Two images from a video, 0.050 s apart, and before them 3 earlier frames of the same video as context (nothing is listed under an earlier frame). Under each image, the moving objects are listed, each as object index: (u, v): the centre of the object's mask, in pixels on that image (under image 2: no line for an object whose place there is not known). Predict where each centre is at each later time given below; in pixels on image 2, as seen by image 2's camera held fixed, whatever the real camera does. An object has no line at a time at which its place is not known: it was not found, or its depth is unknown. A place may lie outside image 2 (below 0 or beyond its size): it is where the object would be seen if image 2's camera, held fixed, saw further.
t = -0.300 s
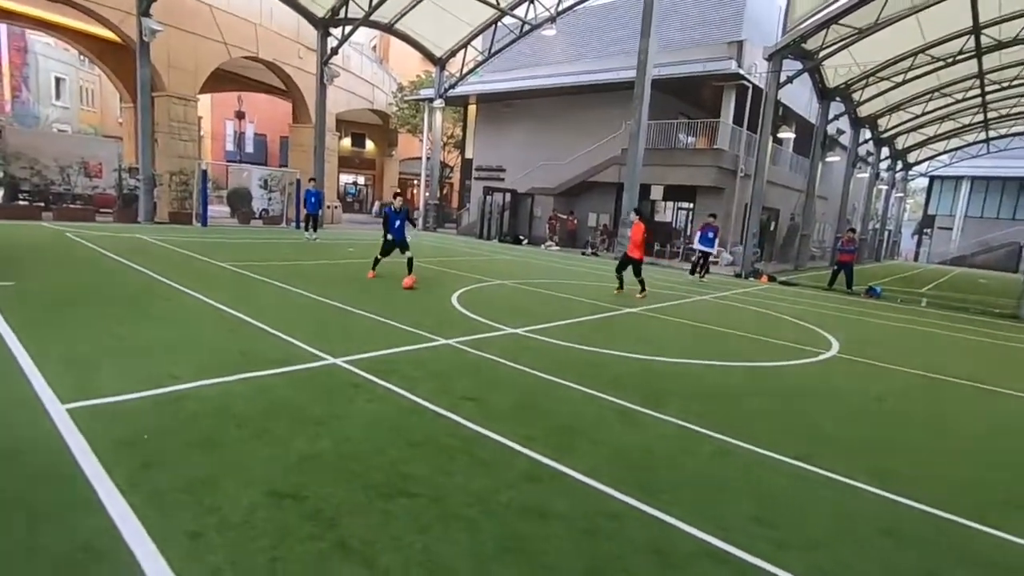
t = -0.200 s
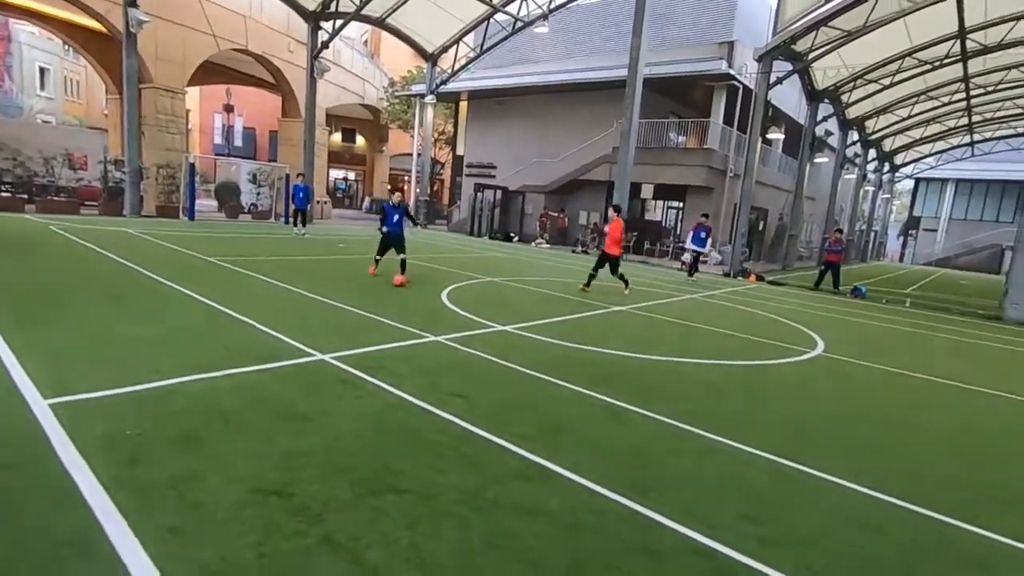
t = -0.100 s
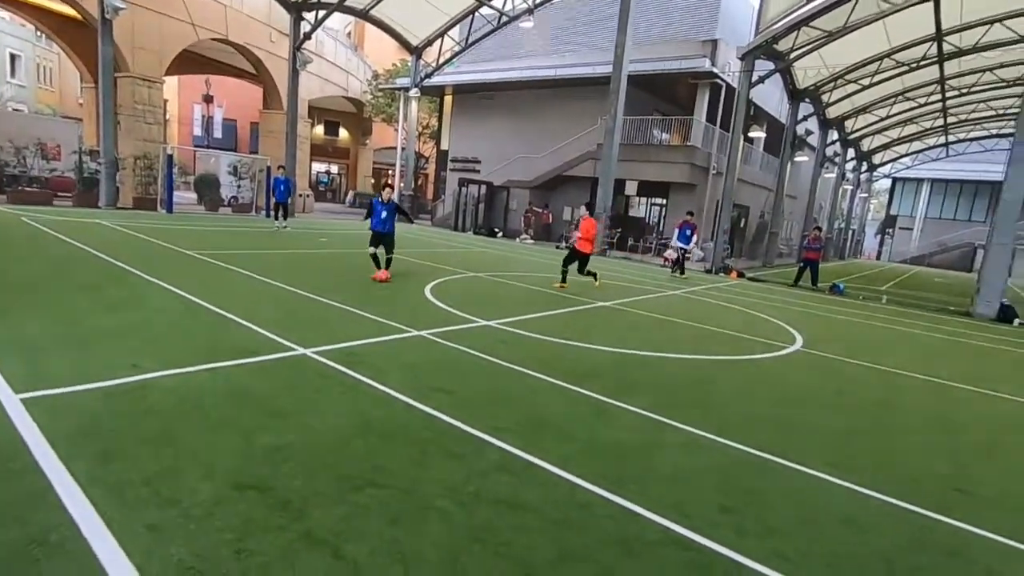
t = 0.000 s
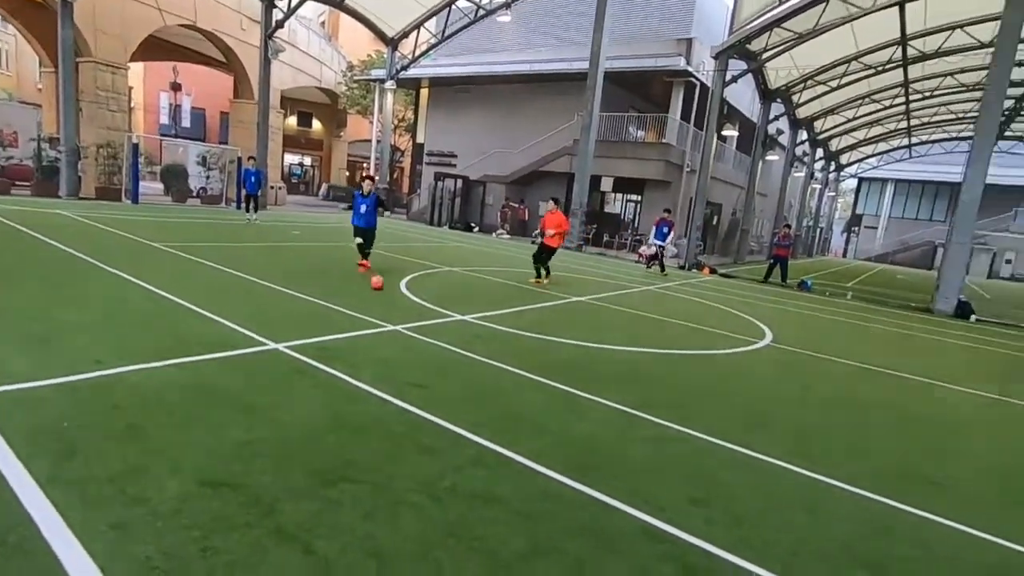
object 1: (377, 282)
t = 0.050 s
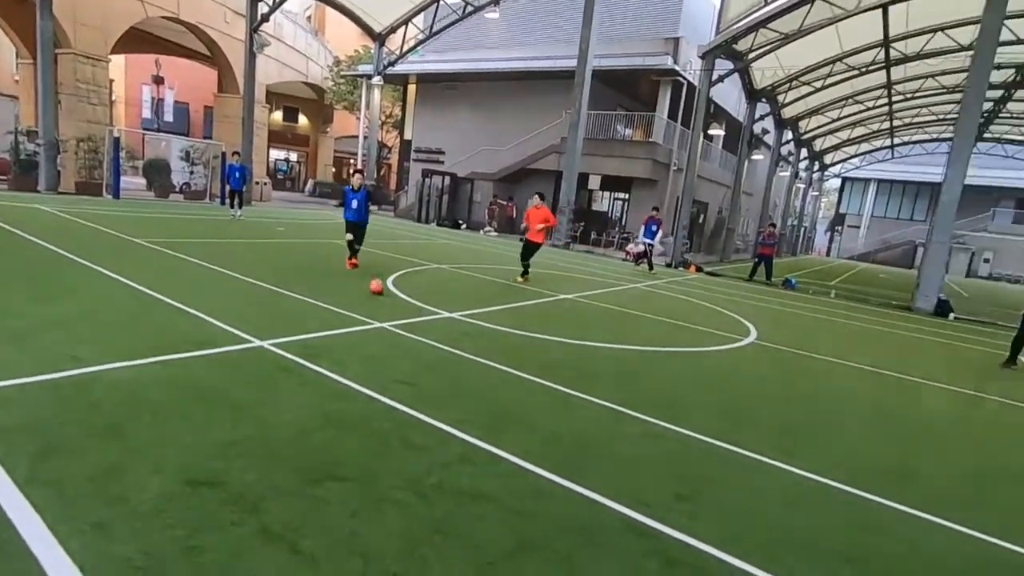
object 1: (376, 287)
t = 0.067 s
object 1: (380, 290)
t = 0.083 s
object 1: (386, 293)
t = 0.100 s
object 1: (390, 296)
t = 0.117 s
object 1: (394, 299)
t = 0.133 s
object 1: (399, 302)
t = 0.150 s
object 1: (403, 306)
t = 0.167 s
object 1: (408, 309)
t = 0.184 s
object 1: (415, 313)
